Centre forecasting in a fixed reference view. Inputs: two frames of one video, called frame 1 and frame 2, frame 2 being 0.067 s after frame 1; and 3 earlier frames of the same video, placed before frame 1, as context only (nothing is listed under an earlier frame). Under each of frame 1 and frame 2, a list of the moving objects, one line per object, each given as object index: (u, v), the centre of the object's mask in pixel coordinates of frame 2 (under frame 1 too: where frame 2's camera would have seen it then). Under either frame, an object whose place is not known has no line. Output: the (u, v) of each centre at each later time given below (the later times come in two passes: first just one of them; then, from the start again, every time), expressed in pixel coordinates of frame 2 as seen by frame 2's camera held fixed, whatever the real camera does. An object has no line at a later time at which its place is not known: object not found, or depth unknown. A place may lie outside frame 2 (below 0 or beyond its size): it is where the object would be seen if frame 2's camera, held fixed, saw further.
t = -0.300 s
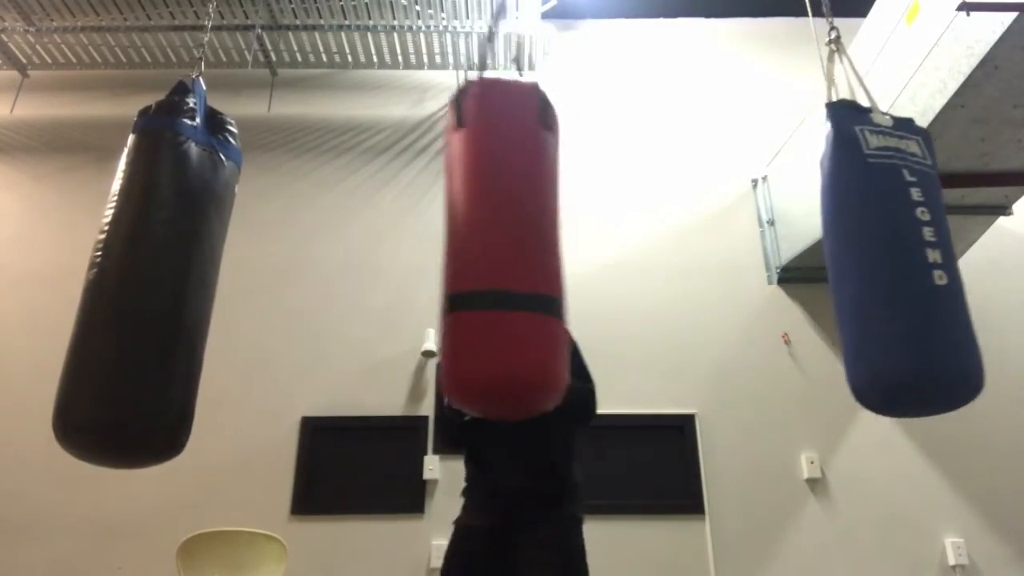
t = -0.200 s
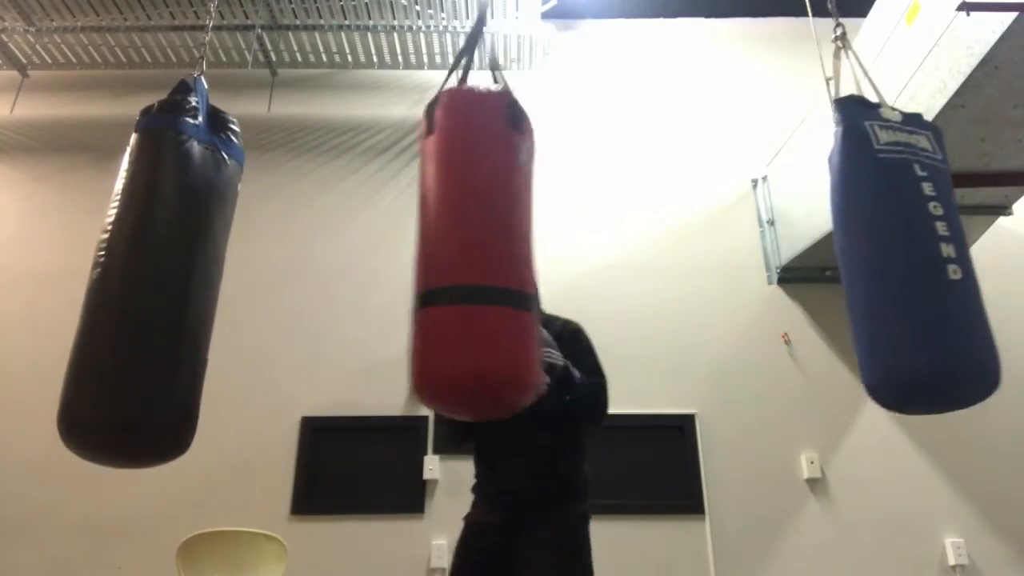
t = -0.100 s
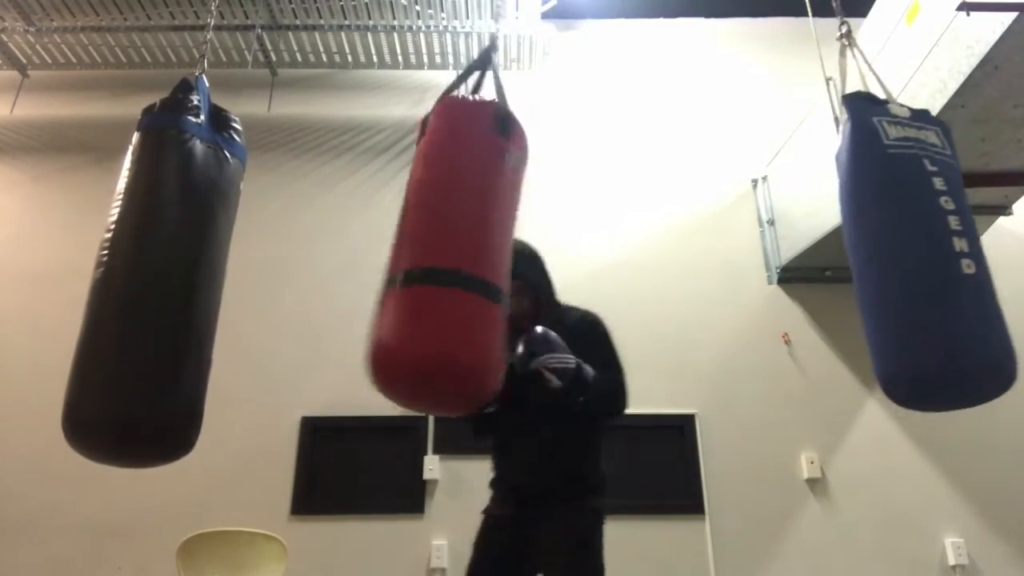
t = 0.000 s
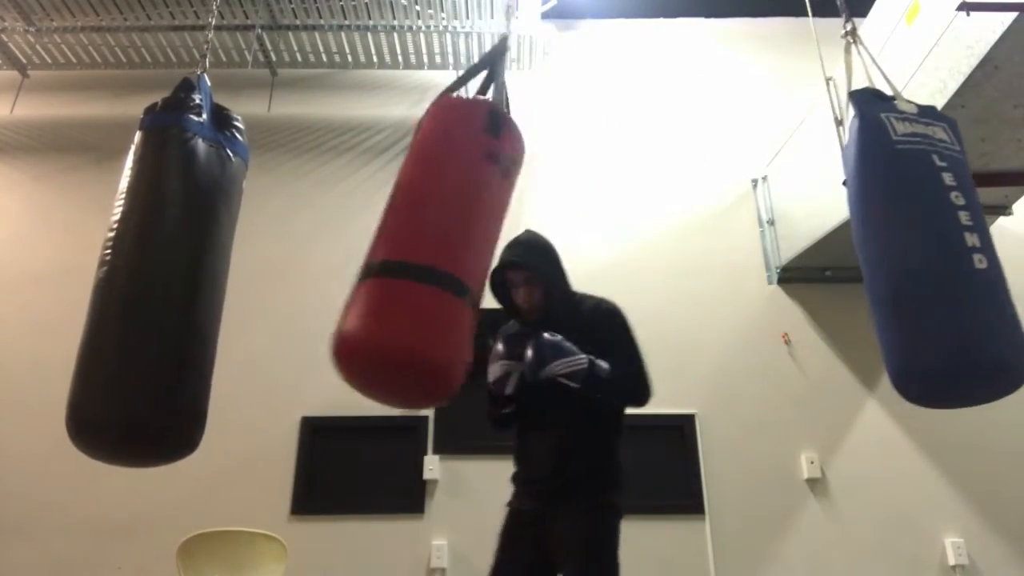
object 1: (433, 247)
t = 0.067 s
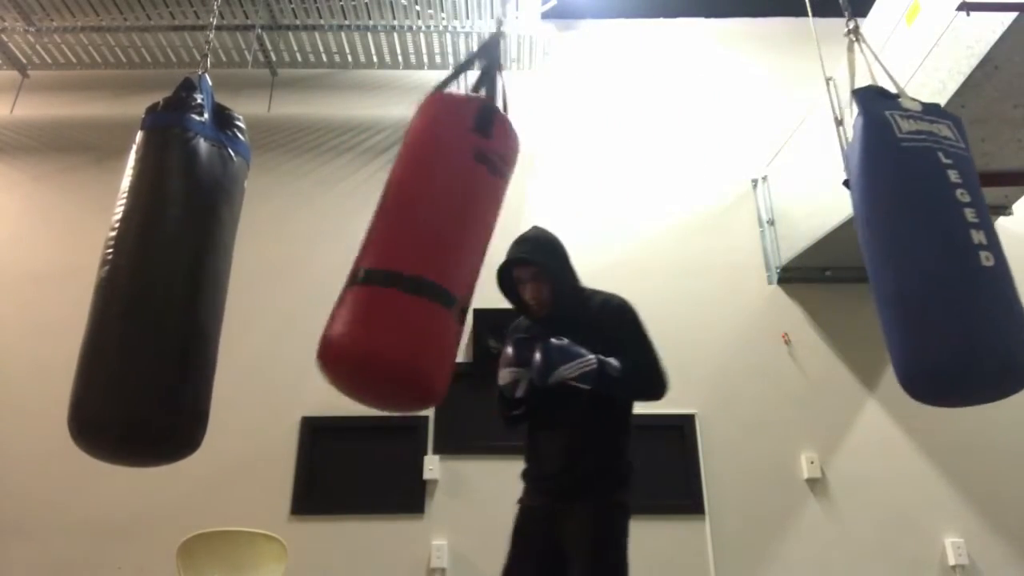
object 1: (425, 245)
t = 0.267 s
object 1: (411, 243)
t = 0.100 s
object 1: (420, 246)
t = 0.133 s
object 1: (417, 244)
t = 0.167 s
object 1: (414, 242)
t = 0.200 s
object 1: (412, 241)
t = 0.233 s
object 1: (411, 241)
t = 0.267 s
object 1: (411, 243)
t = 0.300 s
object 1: (410, 247)
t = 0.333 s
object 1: (411, 251)
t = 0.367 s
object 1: (413, 256)
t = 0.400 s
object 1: (416, 259)
